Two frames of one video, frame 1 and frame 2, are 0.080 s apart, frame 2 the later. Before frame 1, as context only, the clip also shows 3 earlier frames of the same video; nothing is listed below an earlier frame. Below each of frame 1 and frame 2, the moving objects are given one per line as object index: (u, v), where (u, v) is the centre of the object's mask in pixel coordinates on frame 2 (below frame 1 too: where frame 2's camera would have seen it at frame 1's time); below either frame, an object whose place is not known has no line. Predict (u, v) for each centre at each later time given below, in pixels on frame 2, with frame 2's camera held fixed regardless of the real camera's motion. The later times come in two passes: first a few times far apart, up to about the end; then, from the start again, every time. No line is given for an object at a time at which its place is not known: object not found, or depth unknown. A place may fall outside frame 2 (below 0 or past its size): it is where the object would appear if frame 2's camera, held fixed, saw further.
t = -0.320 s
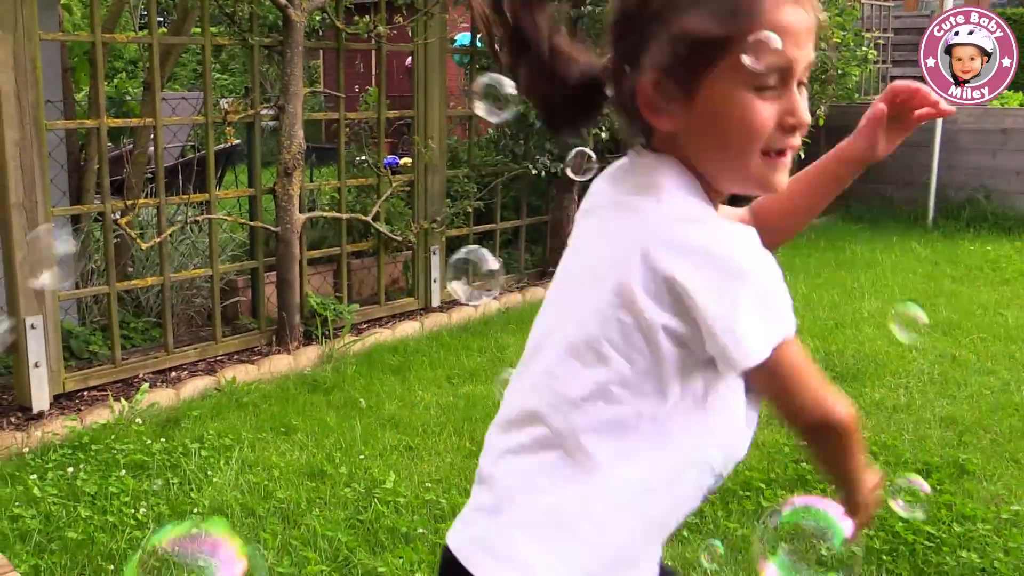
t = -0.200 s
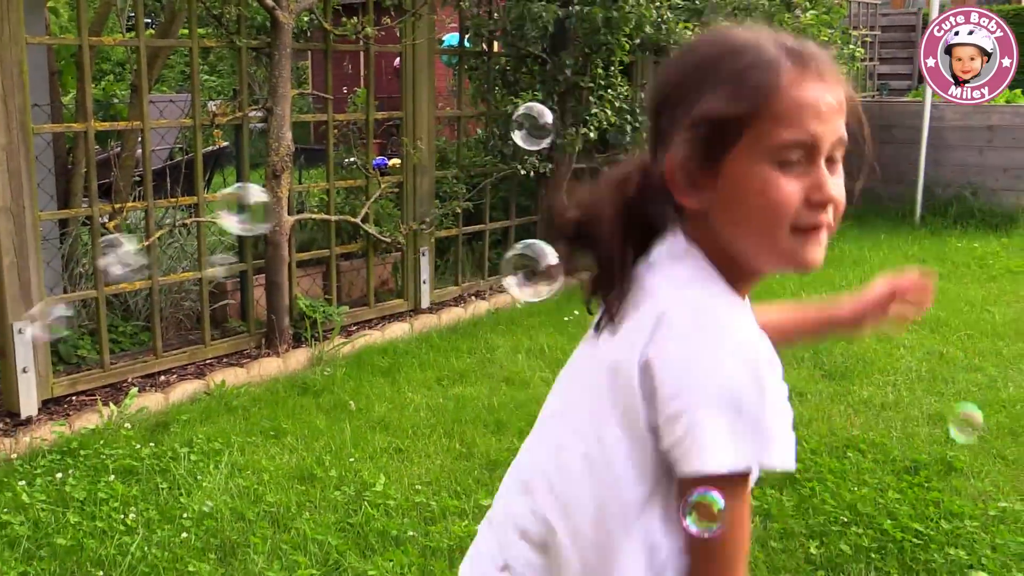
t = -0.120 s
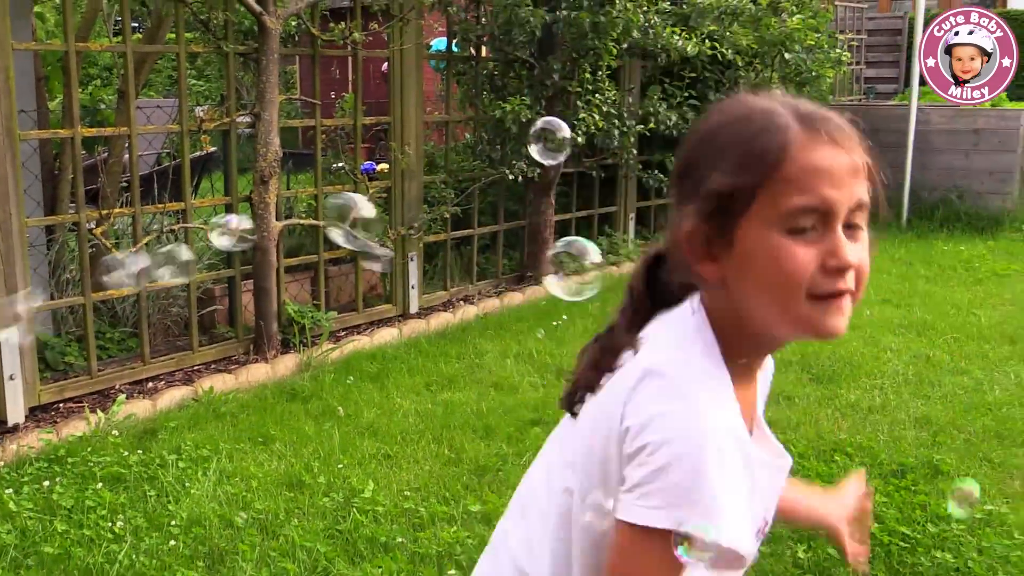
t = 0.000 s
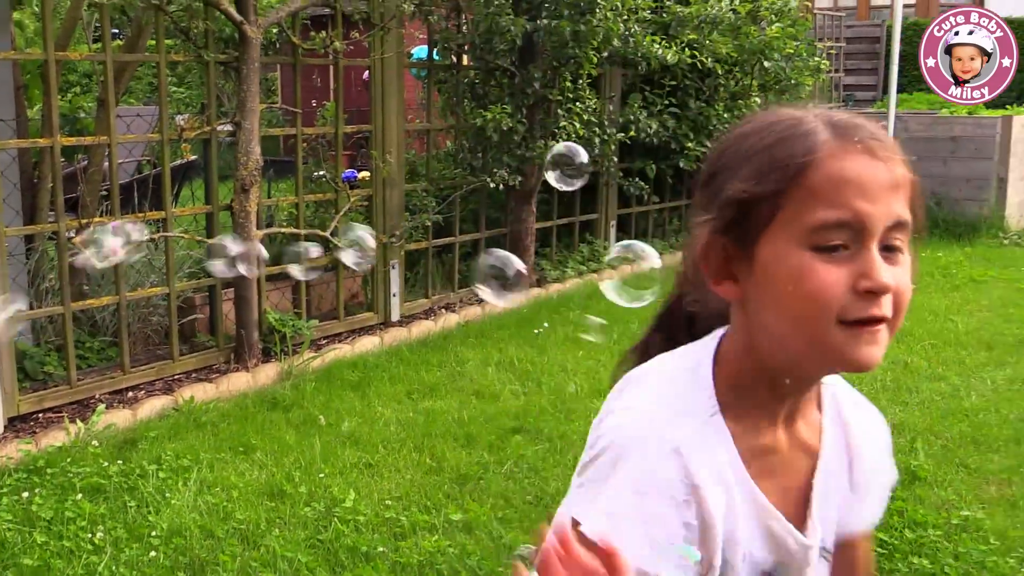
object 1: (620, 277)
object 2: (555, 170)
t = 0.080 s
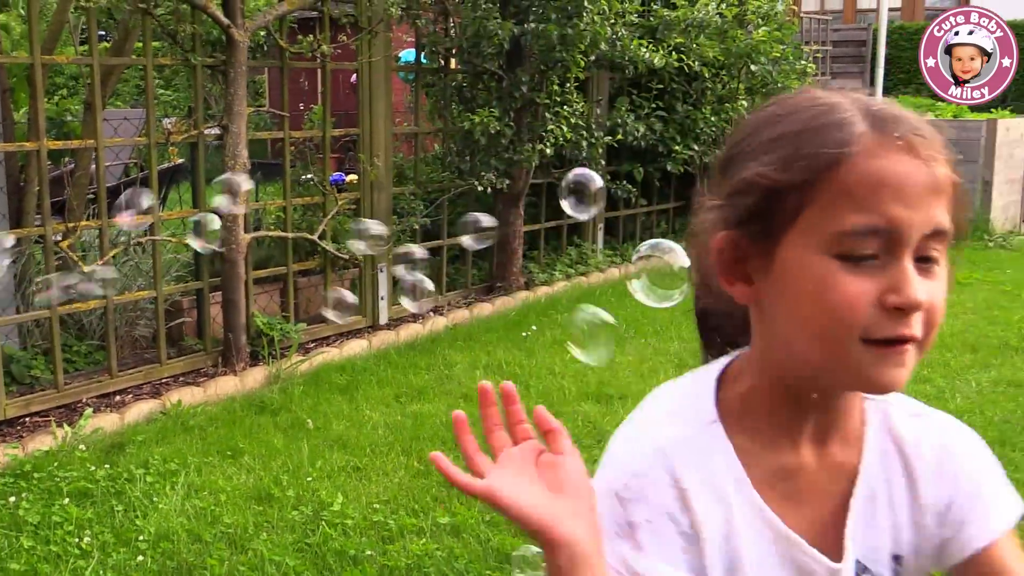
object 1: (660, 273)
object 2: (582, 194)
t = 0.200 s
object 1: (663, 283)
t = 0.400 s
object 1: (574, 445)
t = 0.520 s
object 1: (552, 561)
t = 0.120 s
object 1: (669, 272)
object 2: (590, 216)
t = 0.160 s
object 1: (669, 271)
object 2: (595, 241)
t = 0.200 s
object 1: (663, 283)
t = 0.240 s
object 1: (656, 306)
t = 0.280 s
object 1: (635, 334)
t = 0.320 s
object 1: (617, 370)
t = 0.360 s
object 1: (590, 408)
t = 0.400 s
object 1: (574, 445)
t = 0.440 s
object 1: (560, 485)
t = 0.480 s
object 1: (554, 530)
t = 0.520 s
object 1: (552, 561)
